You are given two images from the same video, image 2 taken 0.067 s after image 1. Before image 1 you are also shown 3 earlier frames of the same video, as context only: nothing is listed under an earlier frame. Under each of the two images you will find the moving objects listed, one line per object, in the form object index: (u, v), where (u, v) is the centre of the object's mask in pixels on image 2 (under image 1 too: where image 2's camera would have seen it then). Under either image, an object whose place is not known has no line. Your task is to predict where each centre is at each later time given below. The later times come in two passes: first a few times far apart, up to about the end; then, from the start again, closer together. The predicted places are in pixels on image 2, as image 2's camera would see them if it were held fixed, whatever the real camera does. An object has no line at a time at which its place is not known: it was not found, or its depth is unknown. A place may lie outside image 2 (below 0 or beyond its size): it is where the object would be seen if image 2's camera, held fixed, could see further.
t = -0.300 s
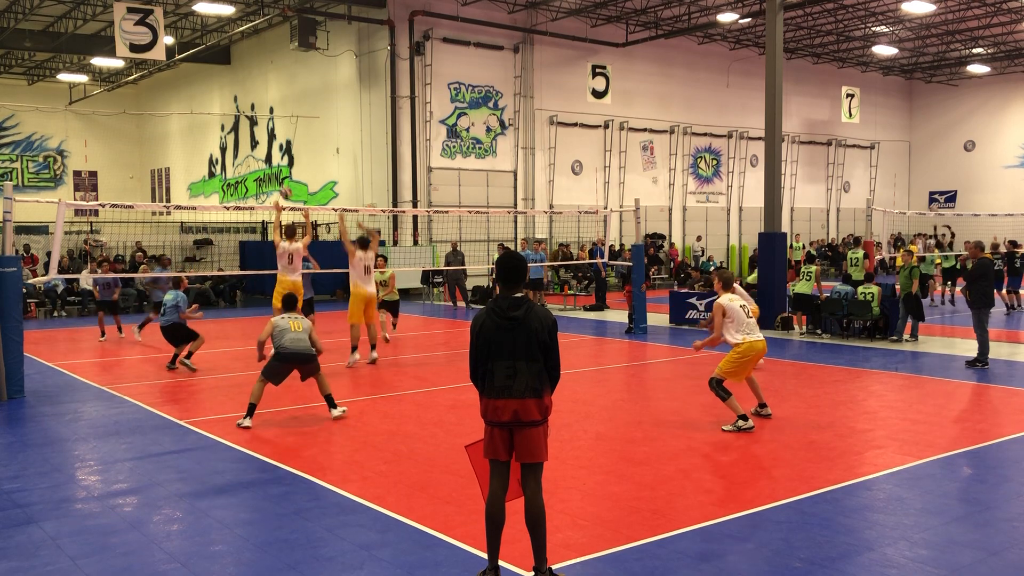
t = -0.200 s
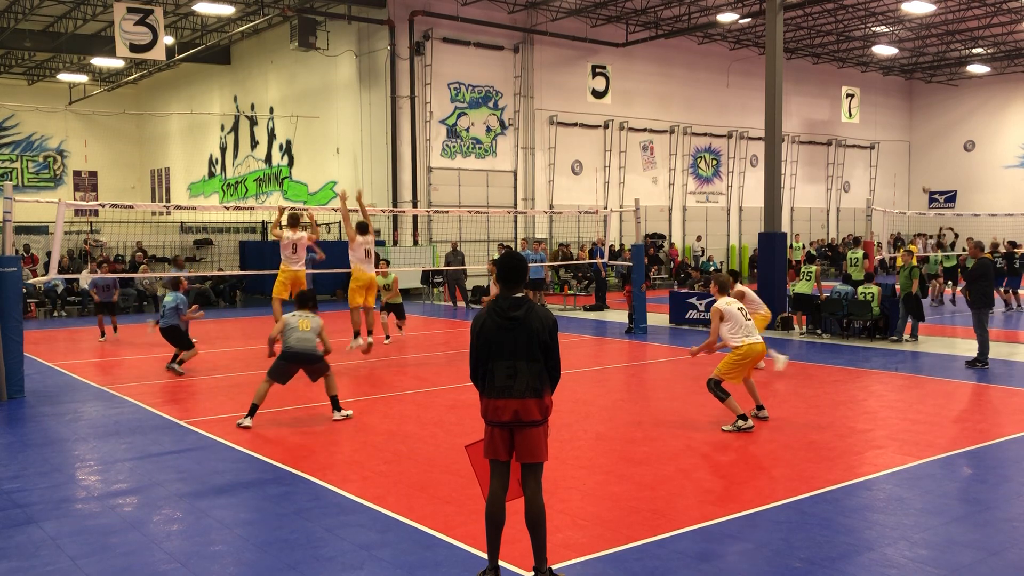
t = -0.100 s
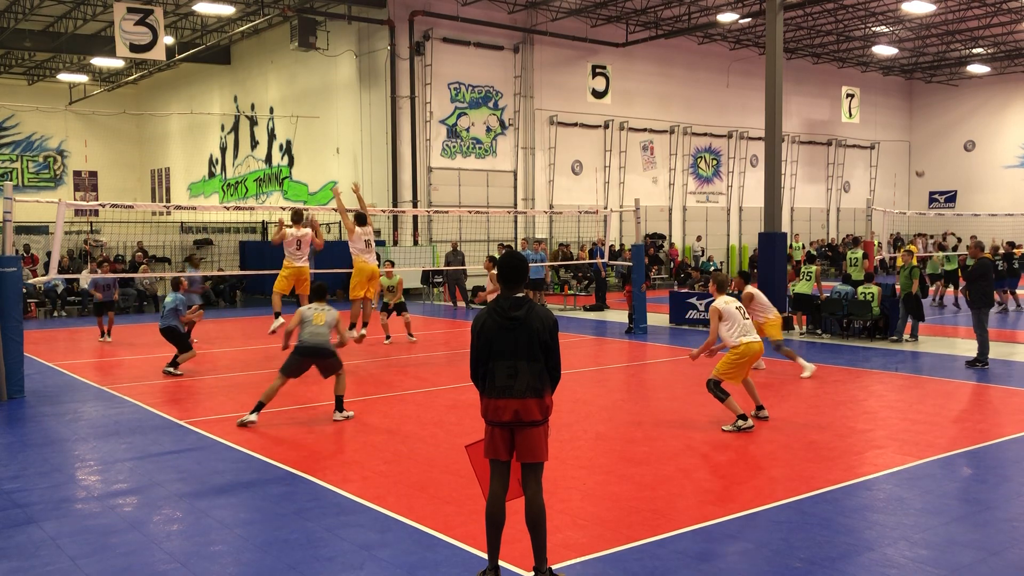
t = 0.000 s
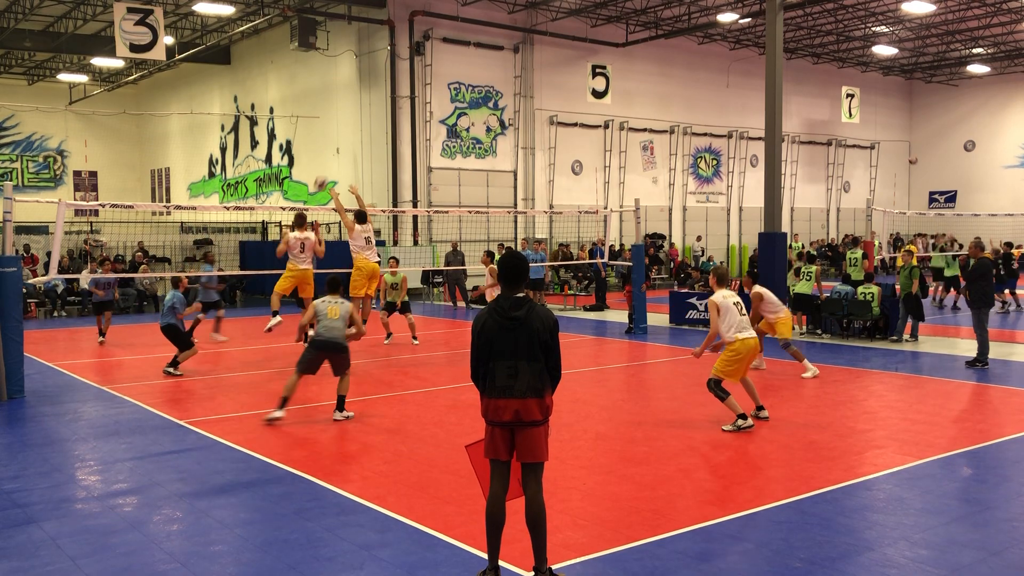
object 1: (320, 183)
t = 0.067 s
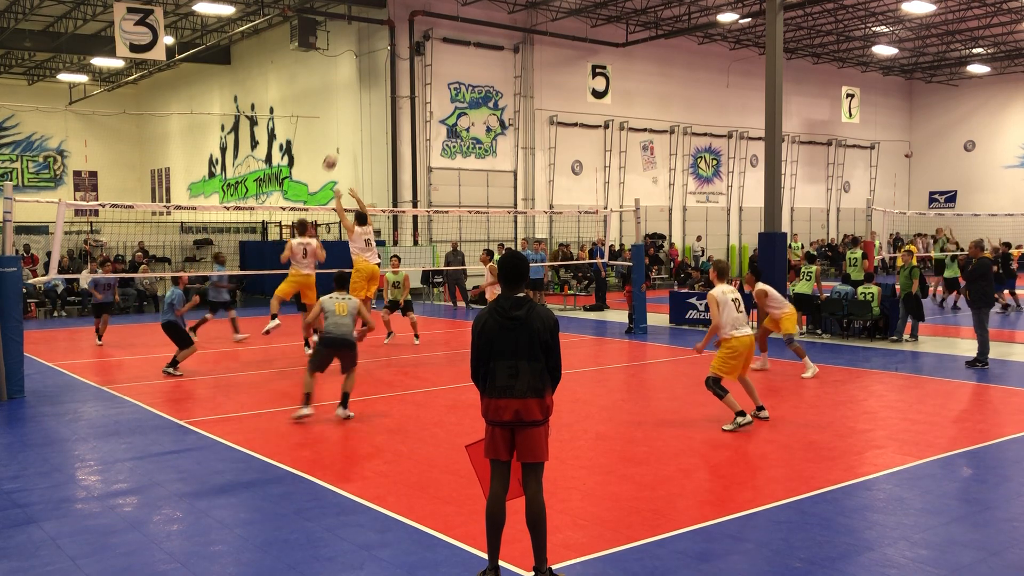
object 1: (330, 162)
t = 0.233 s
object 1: (355, 120)
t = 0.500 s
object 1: (406, 80)
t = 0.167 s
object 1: (345, 135)
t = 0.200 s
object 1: (350, 127)
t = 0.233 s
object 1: (355, 120)
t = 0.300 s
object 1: (368, 105)
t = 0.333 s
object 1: (374, 99)
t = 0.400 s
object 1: (385, 89)
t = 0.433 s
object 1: (392, 85)
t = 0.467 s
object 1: (398, 83)
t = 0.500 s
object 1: (406, 80)
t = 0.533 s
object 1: (412, 79)
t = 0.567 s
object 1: (418, 79)
